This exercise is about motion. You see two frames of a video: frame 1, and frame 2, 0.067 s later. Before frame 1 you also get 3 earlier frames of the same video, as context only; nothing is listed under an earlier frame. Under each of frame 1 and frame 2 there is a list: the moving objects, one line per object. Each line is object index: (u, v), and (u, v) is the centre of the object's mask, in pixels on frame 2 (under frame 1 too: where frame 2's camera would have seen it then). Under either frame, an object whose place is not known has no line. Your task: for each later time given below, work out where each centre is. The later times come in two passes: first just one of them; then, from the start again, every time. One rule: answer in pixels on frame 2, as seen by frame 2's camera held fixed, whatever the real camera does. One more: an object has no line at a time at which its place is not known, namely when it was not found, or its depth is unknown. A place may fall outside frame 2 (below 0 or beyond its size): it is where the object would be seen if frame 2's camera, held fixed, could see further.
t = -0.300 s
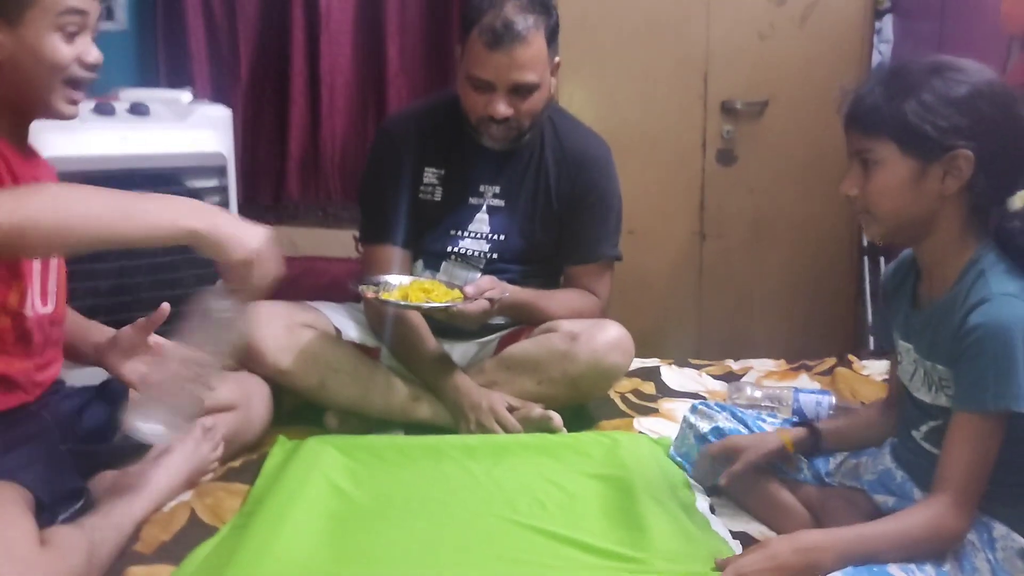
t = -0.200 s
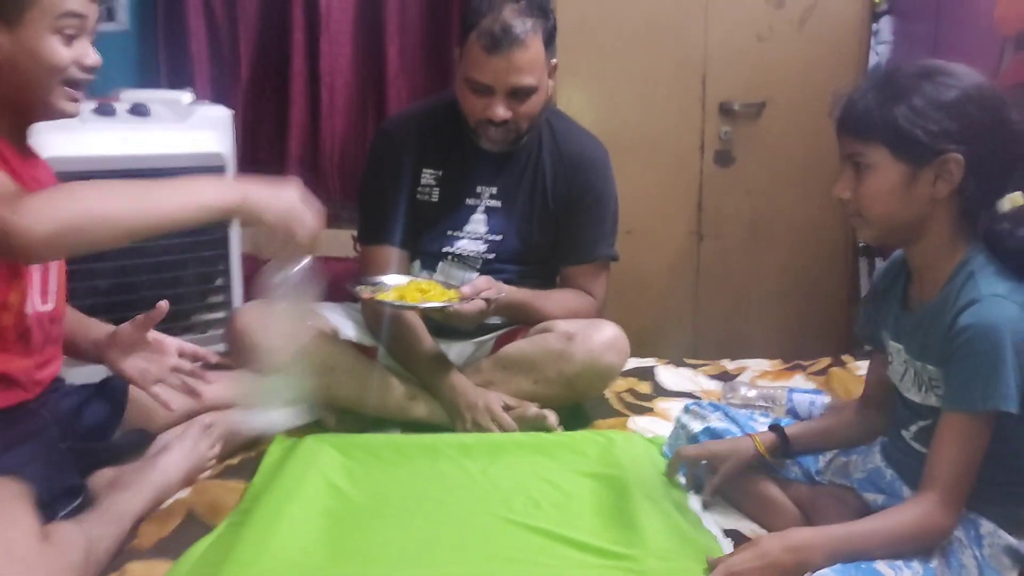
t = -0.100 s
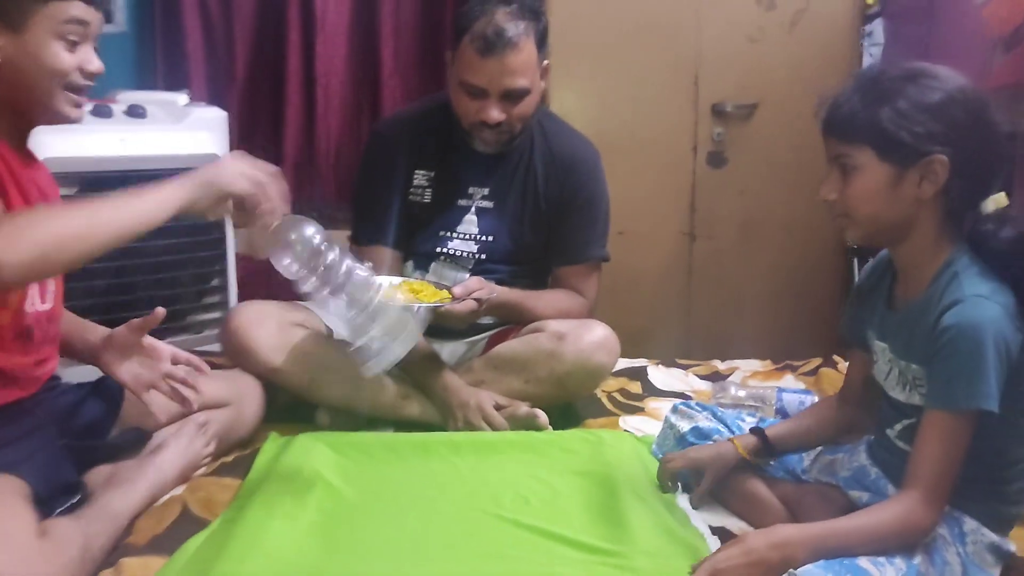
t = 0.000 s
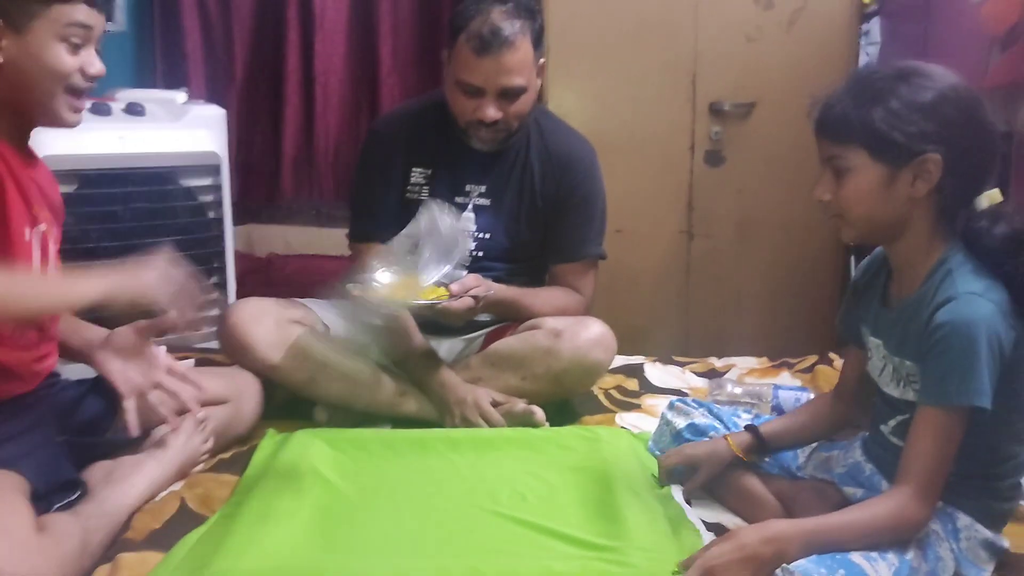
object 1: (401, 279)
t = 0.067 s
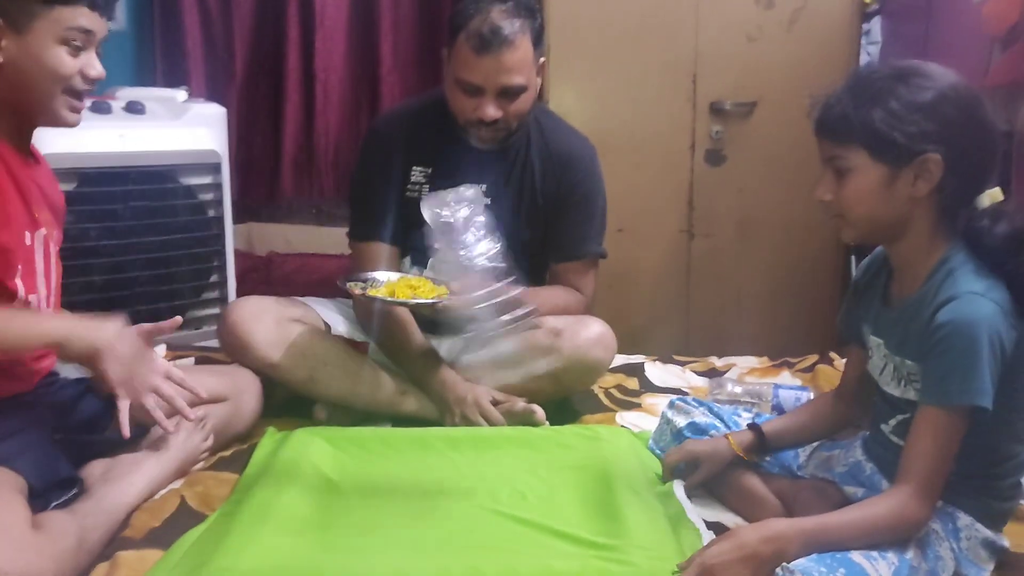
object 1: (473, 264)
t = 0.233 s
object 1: (566, 307)
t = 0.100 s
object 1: (507, 262)
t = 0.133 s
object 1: (548, 265)
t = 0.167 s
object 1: (559, 265)
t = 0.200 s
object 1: (565, 277)
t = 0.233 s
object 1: (566, 307)
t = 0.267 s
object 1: (570, 343)
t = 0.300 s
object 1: (571, 397)
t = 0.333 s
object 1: (568, 417)
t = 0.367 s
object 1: (568, 415)
